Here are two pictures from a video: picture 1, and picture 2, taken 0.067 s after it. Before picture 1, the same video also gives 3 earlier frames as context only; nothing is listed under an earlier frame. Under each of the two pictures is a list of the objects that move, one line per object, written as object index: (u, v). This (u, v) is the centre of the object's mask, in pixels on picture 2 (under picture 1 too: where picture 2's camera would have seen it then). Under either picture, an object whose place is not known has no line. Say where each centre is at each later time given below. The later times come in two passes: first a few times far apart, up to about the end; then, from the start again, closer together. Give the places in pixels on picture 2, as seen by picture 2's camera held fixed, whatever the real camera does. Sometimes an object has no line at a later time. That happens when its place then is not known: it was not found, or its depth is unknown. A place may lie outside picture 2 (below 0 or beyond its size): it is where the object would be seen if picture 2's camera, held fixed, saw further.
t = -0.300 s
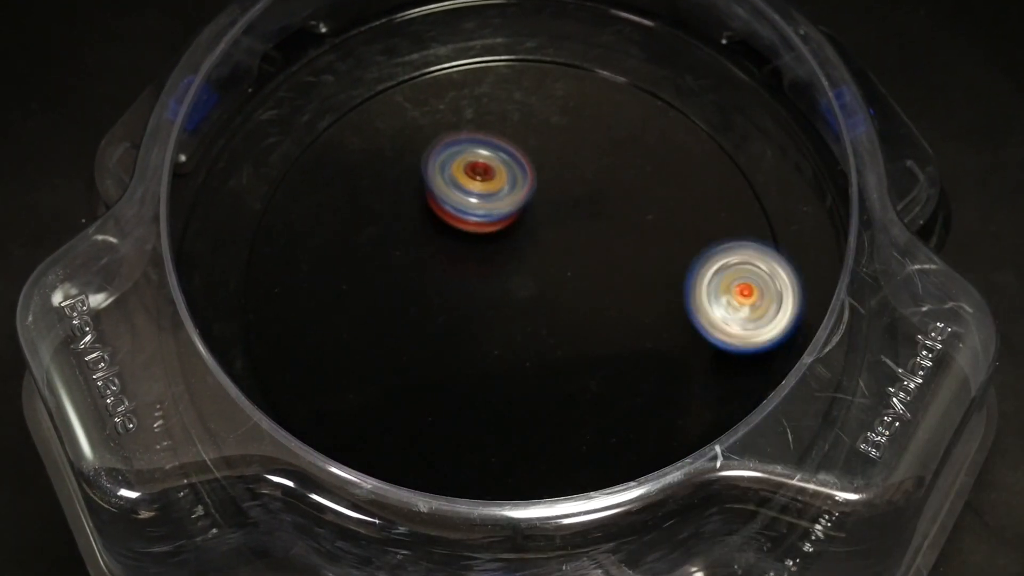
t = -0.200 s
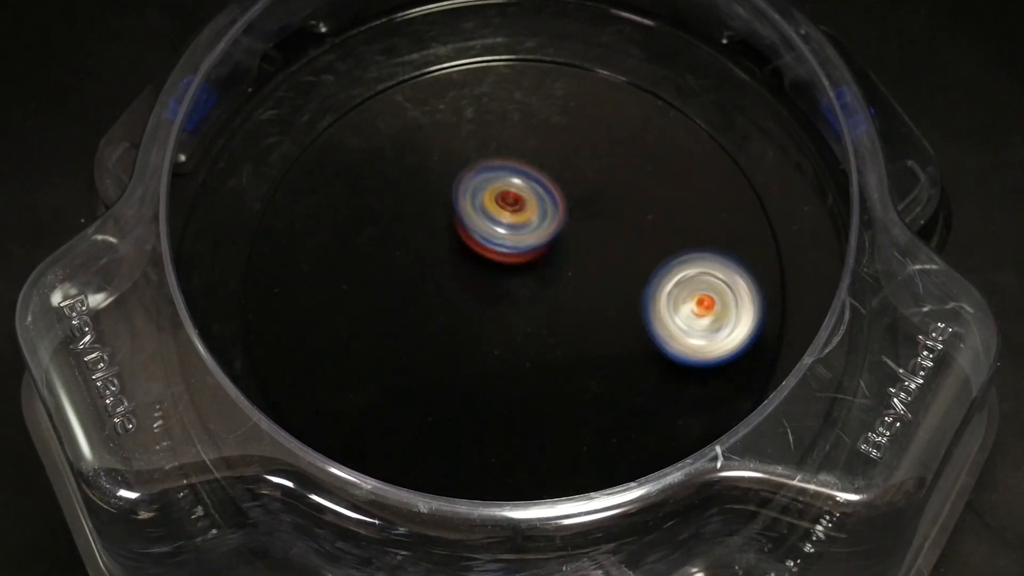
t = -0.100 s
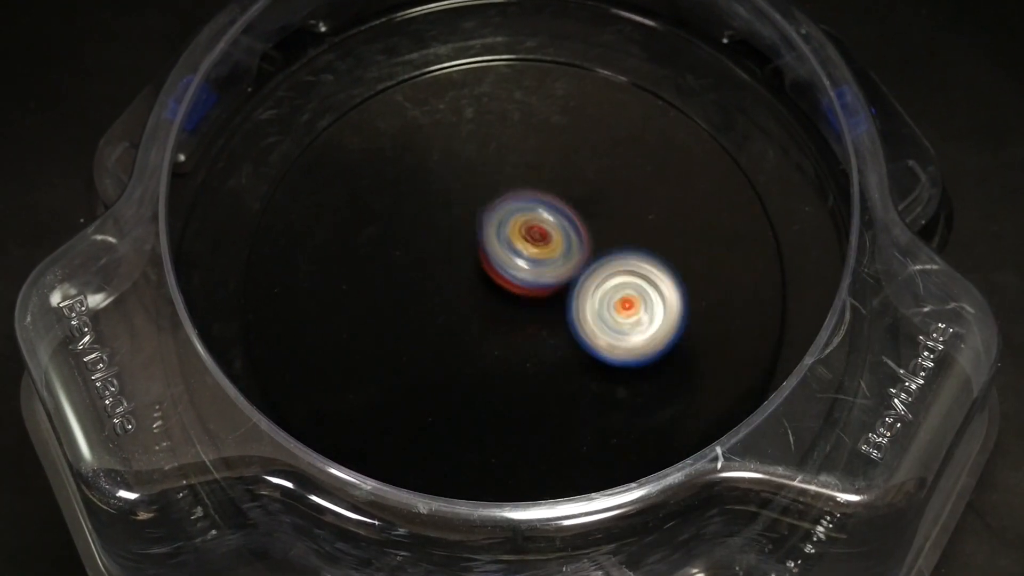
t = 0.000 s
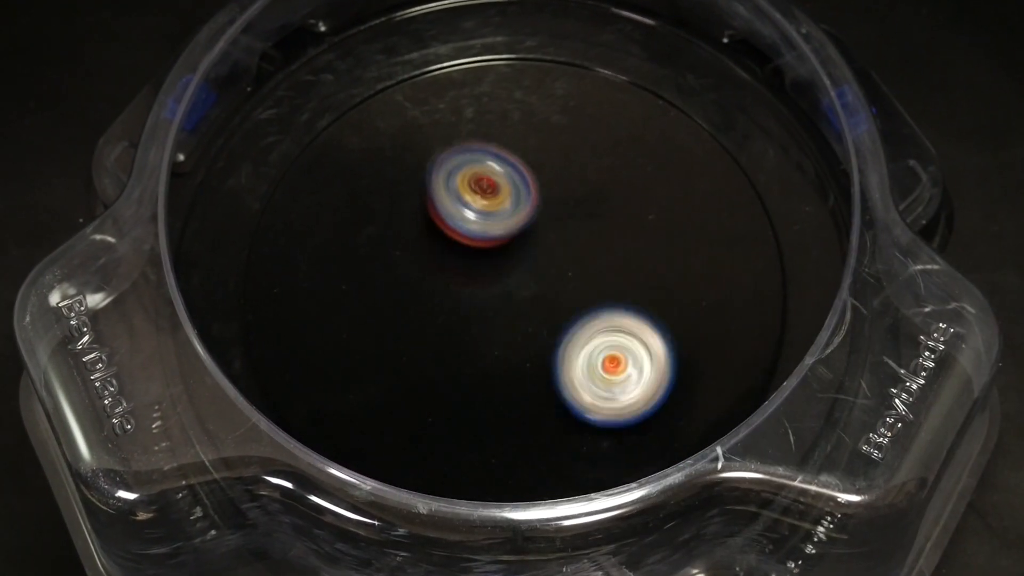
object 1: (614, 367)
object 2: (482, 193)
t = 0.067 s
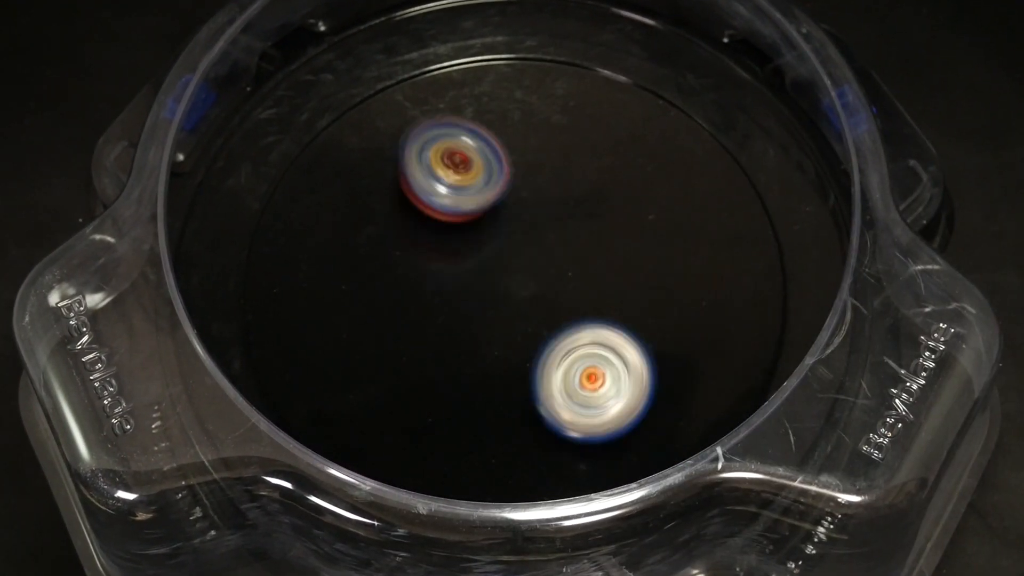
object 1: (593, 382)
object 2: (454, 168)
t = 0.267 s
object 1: (506, 349)
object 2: (431, 159)
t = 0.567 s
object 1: (422, 439)
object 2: (588, 51)
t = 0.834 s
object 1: (481, 412)
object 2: (623, 231)
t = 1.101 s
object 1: (346, 192)
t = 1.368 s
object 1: (342, 109)
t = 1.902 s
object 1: (597, 389)
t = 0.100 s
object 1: (580, 391)
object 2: (443, 160)
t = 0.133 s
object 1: (566, 389)
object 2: (435, 155)
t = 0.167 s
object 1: (551, 383)
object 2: (429, 152)
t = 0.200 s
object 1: (536, 378)
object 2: (427, 151)
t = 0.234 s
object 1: (520, 361)
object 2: (427, 153)
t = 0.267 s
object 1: (506, 349)
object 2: (431, 159)
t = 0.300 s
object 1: (494, 327)
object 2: (437, 170)
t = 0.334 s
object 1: (482, 310)
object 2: (446, 181)
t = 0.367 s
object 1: (471, 292)
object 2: (458, 191)
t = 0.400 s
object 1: (457, 320)
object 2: (479, 160)
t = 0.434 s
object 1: (444, 353)
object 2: (502, 129)
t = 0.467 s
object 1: (435, 373)
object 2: (526, 103)
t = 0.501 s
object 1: (427, 405)
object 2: (548, 80)
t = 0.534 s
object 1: (423, 424)
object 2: (568, 61)
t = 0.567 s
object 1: (422, 439)
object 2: (588, 51)
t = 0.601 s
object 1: (424, 443)
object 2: (605, 51)
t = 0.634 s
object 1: (429, 453)
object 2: (618, 61)
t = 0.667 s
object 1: (433, 449)
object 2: (626, 77)
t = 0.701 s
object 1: (439, 447)
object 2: (632, 101)
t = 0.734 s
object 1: (449, 452)
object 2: (635, 128)
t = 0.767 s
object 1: (457, 442)
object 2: (634, 159)
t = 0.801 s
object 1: (469, 422)
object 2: (630, 195)
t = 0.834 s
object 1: (481, 412)
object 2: (623, 231)
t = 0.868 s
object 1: (493, 396)
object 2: (613, 268)
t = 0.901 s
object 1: (504, 361)
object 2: (601, 304)
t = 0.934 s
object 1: (486, 329)
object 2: (616, 327)
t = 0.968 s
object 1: (449, 306)
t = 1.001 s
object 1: (417, 285)
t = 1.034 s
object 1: (389, 253)
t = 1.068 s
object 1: (366, 221)
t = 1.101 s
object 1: (346, 192)
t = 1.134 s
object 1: (331, 164)
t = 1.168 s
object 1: (320, 140)
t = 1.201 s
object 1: (313, 118)
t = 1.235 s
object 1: (309, 103)
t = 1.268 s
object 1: (309, 89)
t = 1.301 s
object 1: (311, 86)
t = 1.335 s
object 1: (324, 94)
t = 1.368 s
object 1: (342, 109)
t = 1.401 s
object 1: (362, 126)
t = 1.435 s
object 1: (387, 145)
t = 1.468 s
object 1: (414, 169)
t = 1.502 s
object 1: (442, 193)
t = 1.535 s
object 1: (388, 154)
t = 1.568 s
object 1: (333, 106)
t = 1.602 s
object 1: (291, 68)
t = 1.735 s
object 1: (405, 216)
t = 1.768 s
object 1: (442, 259)
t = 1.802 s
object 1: (484, 315)
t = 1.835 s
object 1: (521, 339)
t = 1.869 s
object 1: (560, 369)
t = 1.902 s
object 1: (597, 389)
